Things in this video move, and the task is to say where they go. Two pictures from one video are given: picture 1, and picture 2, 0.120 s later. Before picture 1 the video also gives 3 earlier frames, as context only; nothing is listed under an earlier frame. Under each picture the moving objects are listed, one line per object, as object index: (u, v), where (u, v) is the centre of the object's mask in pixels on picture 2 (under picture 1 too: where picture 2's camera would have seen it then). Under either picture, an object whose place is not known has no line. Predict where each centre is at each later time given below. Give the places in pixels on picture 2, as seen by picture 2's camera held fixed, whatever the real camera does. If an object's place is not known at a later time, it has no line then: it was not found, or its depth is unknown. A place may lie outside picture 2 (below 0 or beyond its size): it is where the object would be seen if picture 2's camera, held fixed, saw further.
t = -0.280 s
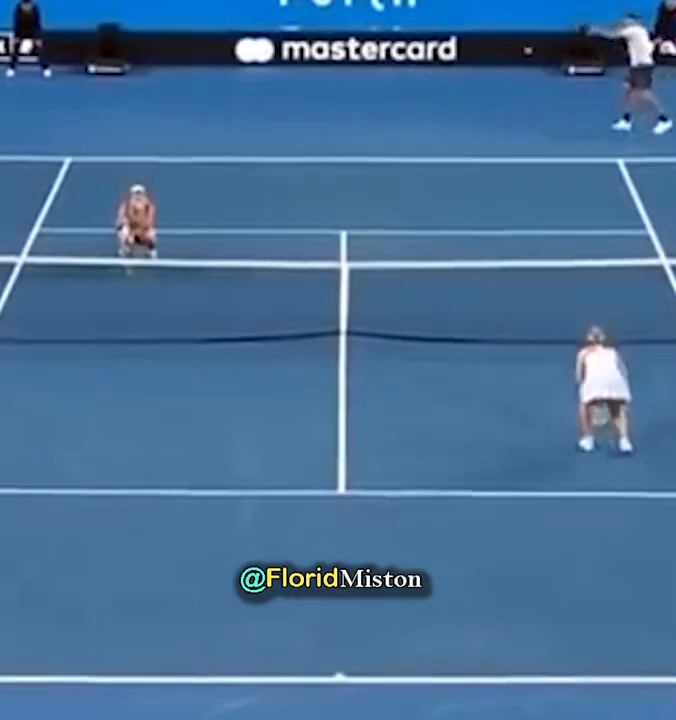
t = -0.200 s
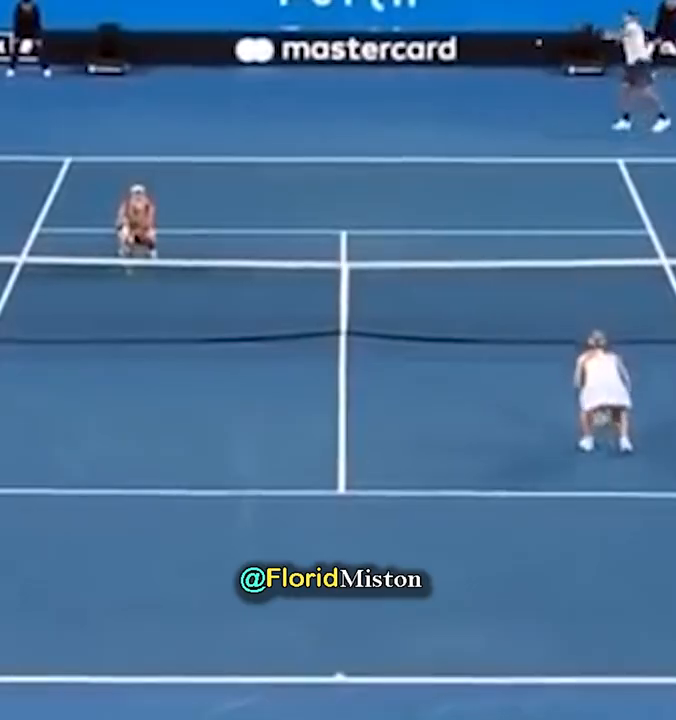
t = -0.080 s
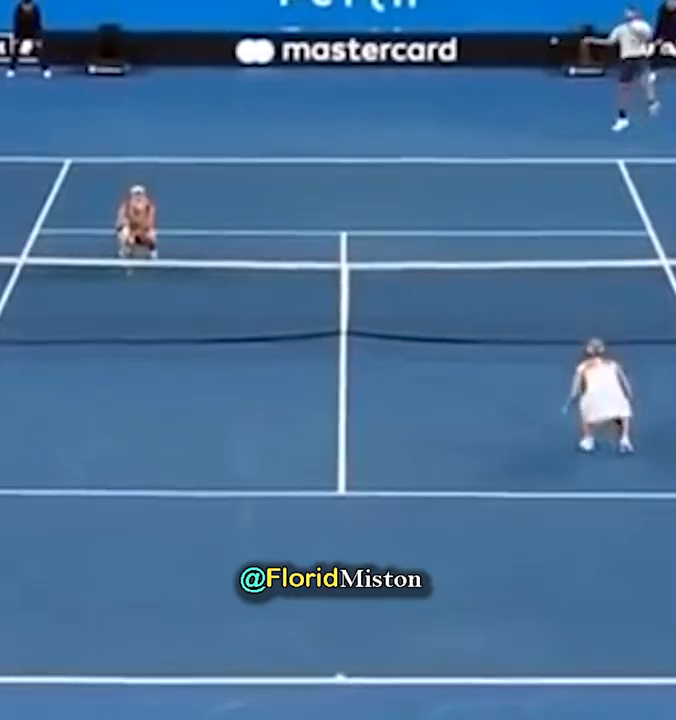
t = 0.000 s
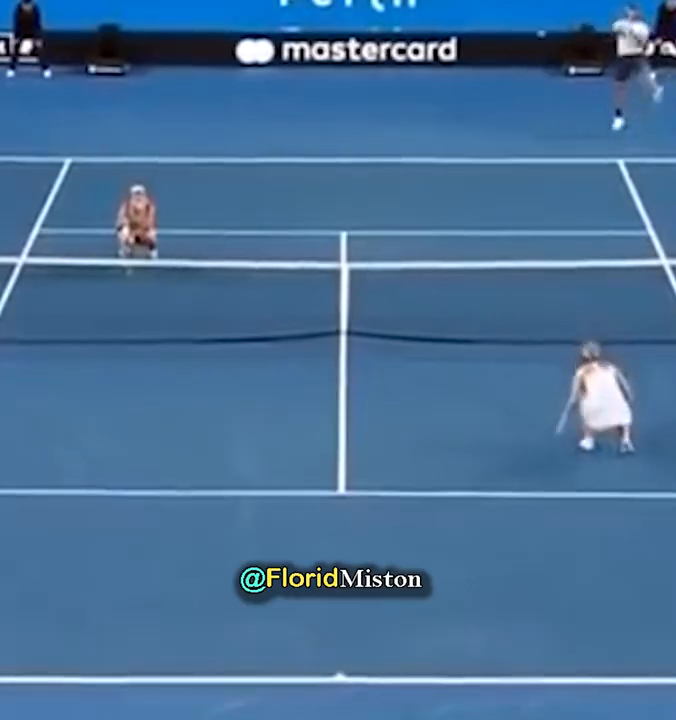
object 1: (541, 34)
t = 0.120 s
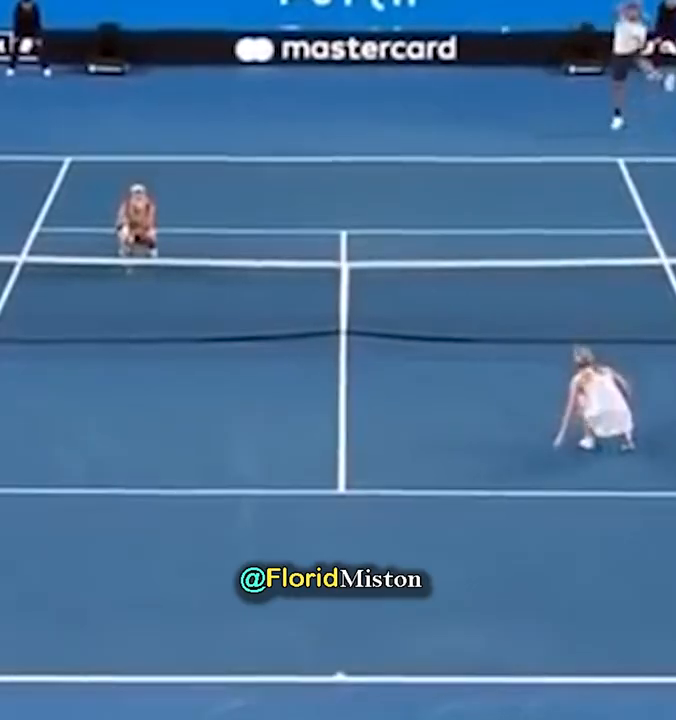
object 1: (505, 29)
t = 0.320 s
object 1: (436, 69)
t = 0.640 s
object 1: (310, 259)
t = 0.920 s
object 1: (174, 561)
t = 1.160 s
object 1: (82, 531)
